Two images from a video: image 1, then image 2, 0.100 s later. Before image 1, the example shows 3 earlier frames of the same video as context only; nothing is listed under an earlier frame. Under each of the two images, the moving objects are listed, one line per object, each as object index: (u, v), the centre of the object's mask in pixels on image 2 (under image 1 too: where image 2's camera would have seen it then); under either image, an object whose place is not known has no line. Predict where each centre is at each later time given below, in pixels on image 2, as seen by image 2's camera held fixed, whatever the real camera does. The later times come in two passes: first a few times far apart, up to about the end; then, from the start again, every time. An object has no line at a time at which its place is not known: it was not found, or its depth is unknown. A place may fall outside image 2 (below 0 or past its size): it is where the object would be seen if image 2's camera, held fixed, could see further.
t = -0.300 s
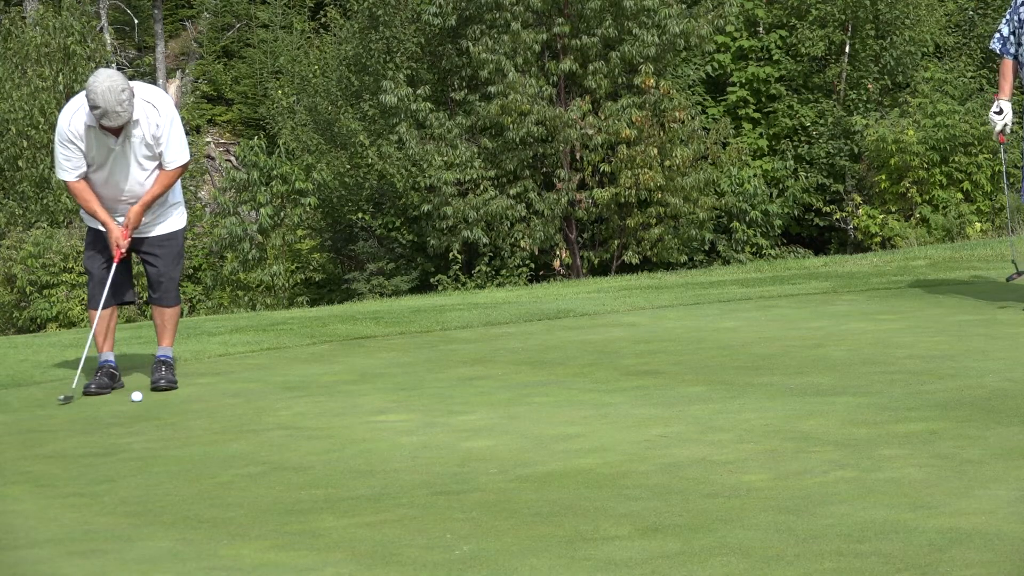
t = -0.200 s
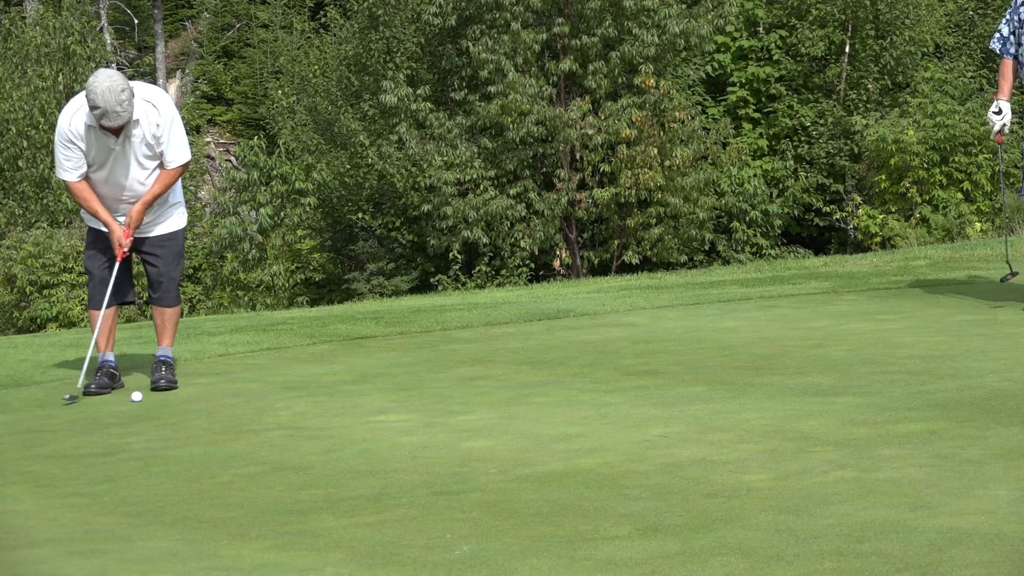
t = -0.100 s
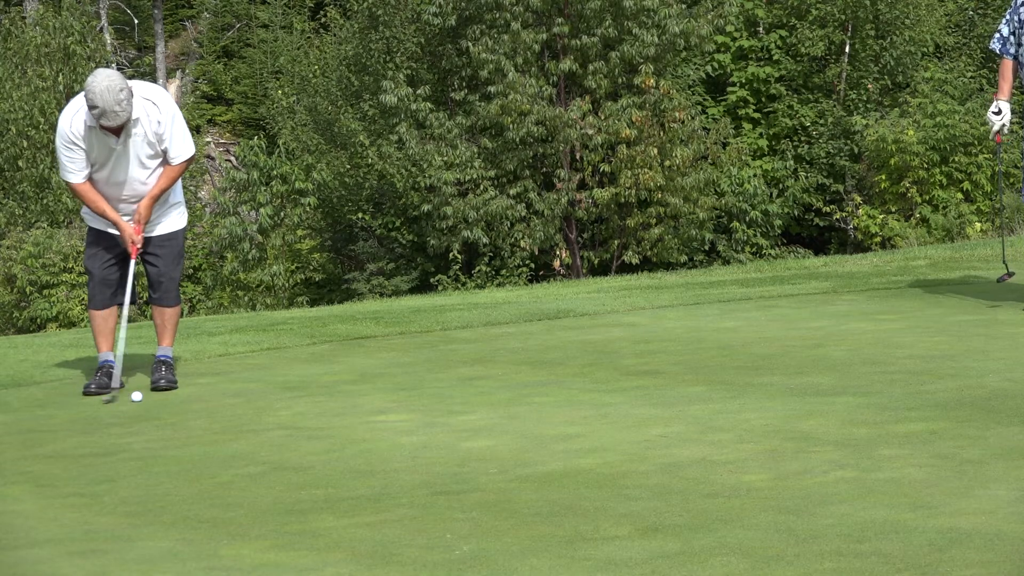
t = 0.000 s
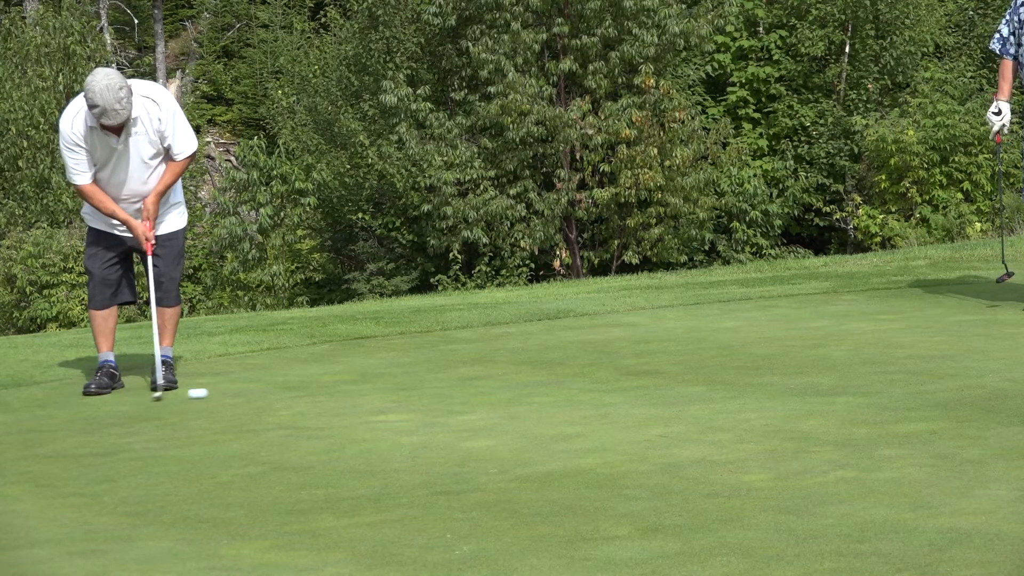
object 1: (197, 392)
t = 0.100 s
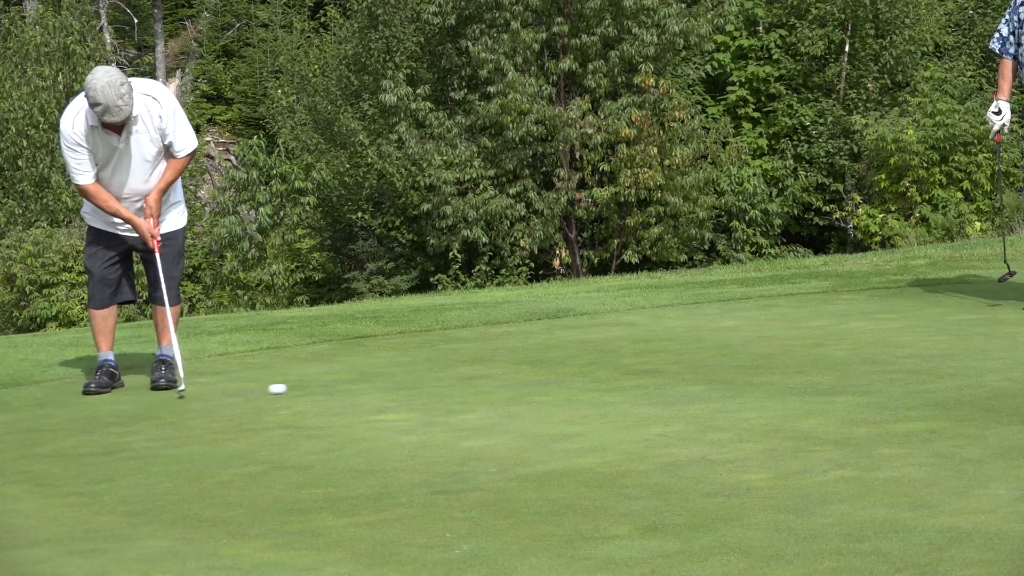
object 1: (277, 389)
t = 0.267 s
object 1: (385, 383)
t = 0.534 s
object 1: (539, 376)
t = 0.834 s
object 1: (693, 370)
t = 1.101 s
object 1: (815, 367)
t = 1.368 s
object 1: (925, 363)
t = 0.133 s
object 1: (300, 388)
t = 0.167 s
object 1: (322, 386)
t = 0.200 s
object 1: (343, 385)
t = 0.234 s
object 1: (364, 384)
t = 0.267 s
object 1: (385, 383)
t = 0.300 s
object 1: (405, 382)
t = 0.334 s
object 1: (425, 381)
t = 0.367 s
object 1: (445, 380)
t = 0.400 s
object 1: (464, 379)
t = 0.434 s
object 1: (483, 379)
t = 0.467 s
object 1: (502, 378)
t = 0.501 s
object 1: (521, 377)
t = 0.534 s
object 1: (539, 376)
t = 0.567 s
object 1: (557, 376)
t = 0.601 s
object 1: (575, 375)
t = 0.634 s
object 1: (593, 374)
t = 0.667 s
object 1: (610, 374)
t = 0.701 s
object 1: (627, 373)
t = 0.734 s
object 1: (644, 373)
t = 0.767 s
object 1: (661, 372)
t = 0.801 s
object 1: (677, 371)
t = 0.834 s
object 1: (693, 370)
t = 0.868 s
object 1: (709, 370)
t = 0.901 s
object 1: (725, 369)
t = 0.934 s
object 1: (741, 369)
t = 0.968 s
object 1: (756, 368)
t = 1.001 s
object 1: (770, 368)
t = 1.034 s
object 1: (786, 367)
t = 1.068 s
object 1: (801, 367)
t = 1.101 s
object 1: (815, 367)
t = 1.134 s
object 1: (829, 366)
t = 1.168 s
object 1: (843, 366)
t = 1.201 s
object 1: (858, 366)
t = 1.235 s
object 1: (871, 365)
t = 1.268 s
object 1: (886, 365)
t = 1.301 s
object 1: (899, 364)
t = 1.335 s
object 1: (912, 364)
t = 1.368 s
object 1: (925, 363)
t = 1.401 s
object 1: (938, 363)
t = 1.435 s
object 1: (951, 363)
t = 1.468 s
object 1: (964, 362)
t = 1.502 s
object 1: (976, 361)
